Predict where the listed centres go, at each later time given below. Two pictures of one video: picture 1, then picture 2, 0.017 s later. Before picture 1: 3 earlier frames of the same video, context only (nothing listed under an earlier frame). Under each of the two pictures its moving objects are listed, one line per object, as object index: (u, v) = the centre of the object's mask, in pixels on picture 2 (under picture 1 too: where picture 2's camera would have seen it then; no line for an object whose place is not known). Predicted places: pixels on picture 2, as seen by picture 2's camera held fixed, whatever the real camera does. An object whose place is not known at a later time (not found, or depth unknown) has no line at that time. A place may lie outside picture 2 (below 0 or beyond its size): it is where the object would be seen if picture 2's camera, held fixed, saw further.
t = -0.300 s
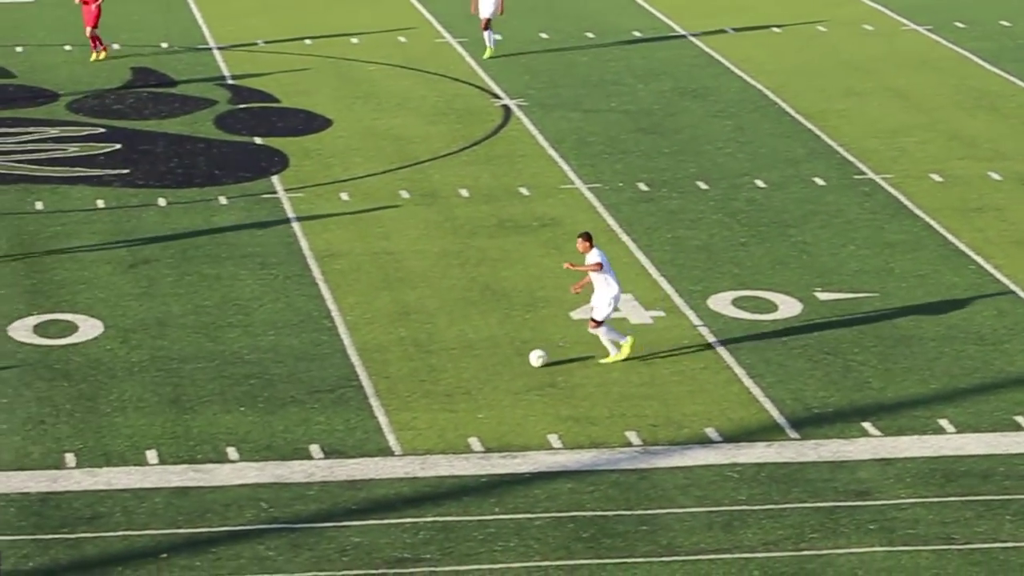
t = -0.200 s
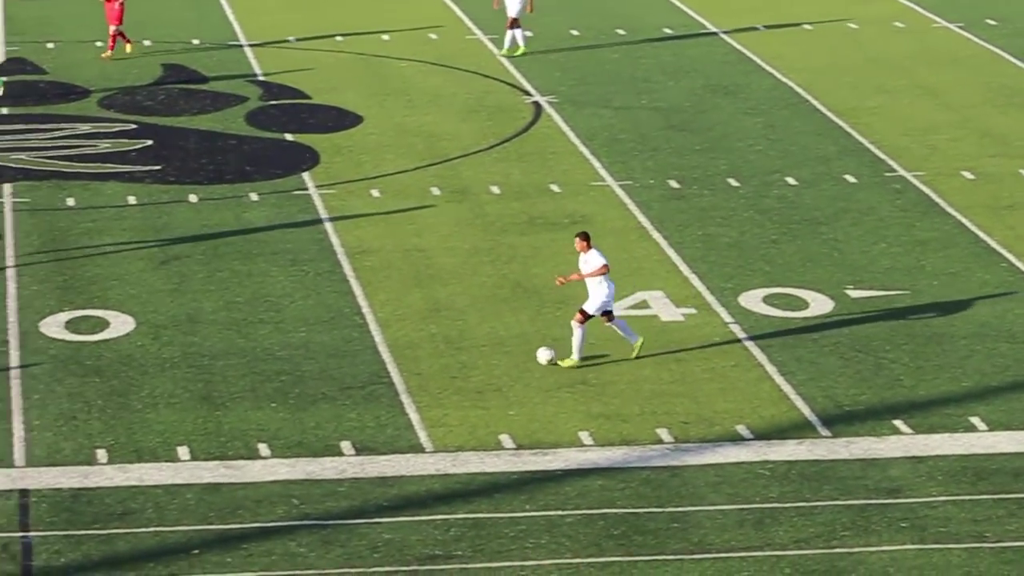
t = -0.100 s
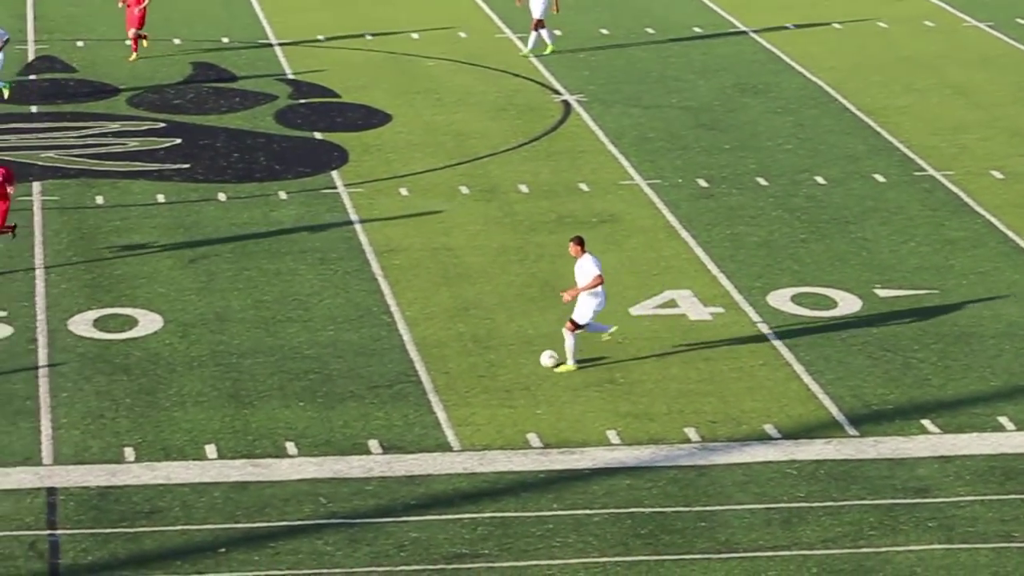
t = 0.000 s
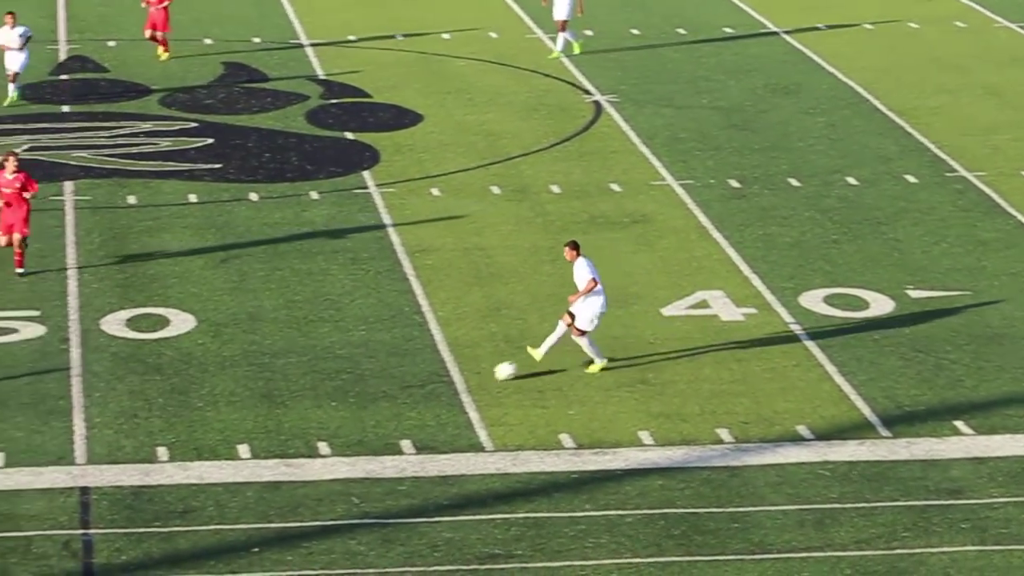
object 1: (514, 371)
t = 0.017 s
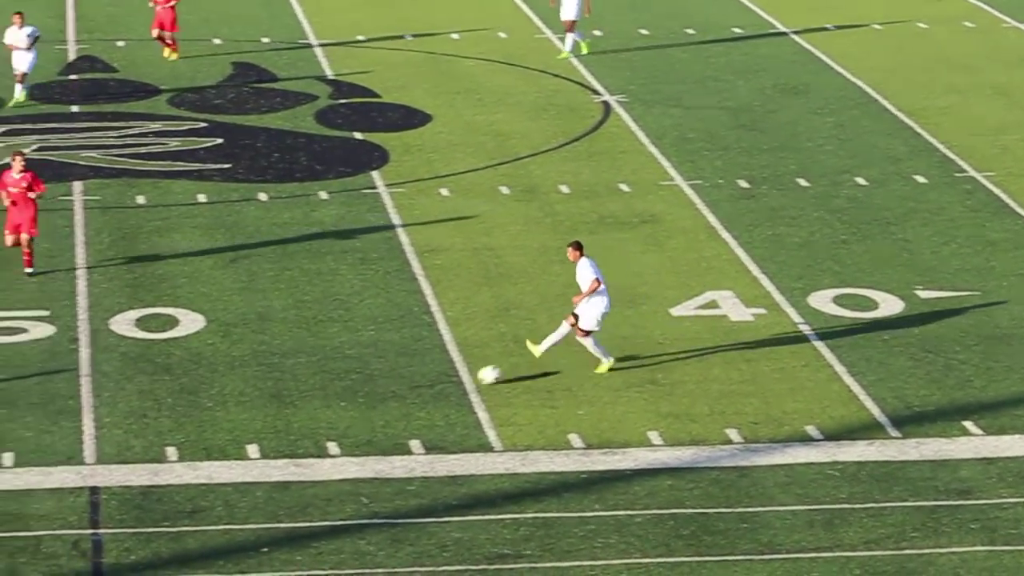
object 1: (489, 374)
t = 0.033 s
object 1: (463, 379)
